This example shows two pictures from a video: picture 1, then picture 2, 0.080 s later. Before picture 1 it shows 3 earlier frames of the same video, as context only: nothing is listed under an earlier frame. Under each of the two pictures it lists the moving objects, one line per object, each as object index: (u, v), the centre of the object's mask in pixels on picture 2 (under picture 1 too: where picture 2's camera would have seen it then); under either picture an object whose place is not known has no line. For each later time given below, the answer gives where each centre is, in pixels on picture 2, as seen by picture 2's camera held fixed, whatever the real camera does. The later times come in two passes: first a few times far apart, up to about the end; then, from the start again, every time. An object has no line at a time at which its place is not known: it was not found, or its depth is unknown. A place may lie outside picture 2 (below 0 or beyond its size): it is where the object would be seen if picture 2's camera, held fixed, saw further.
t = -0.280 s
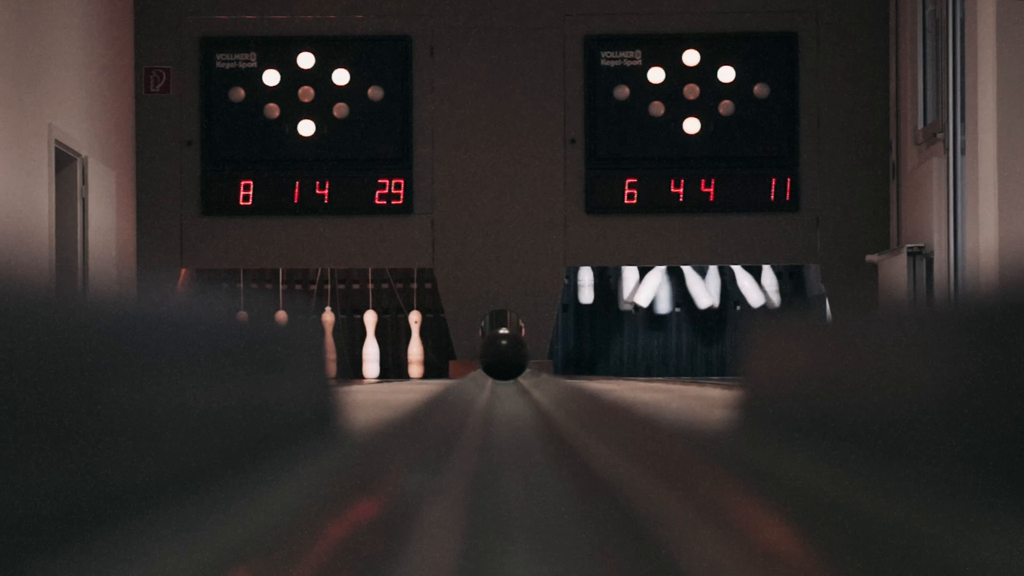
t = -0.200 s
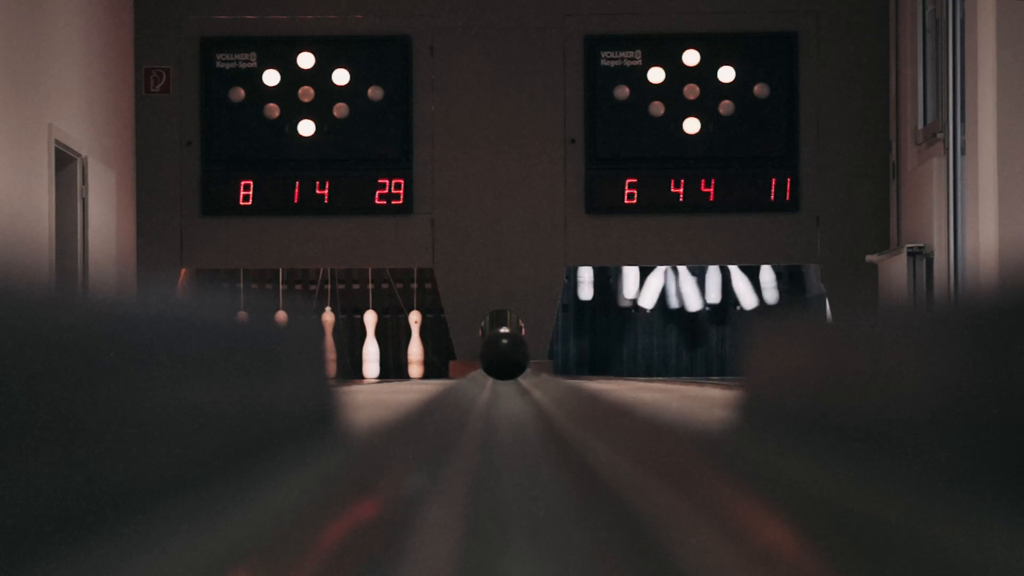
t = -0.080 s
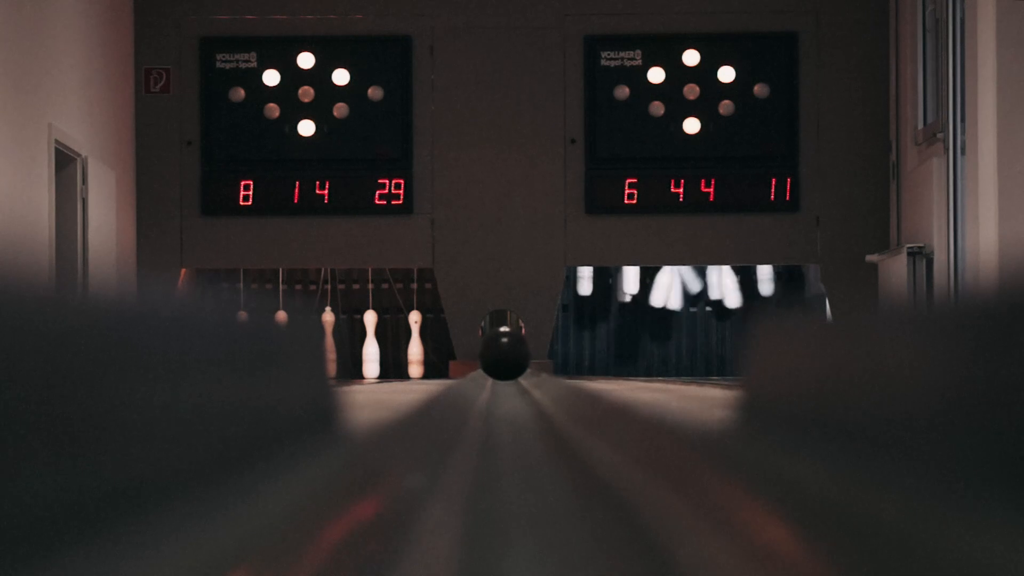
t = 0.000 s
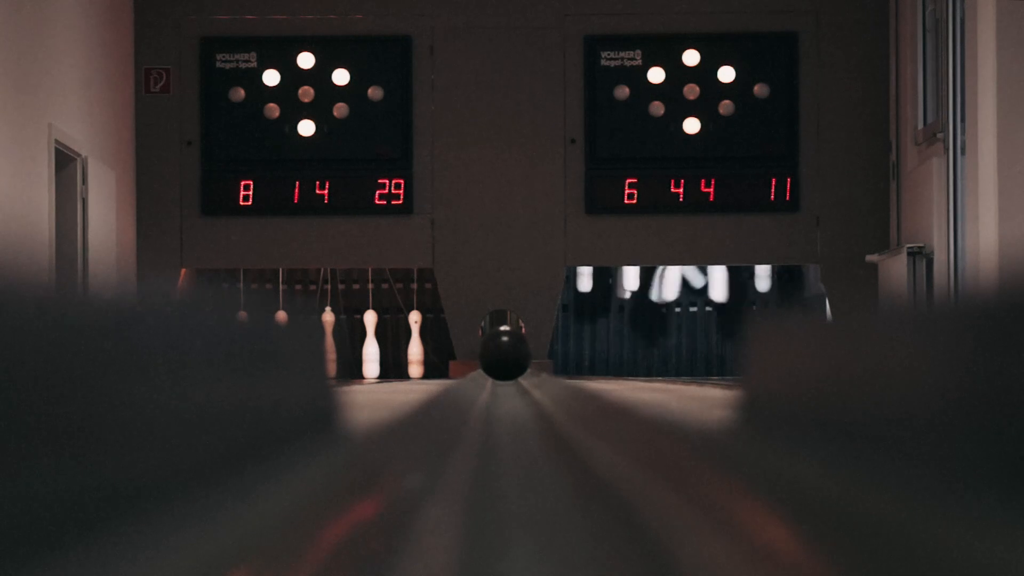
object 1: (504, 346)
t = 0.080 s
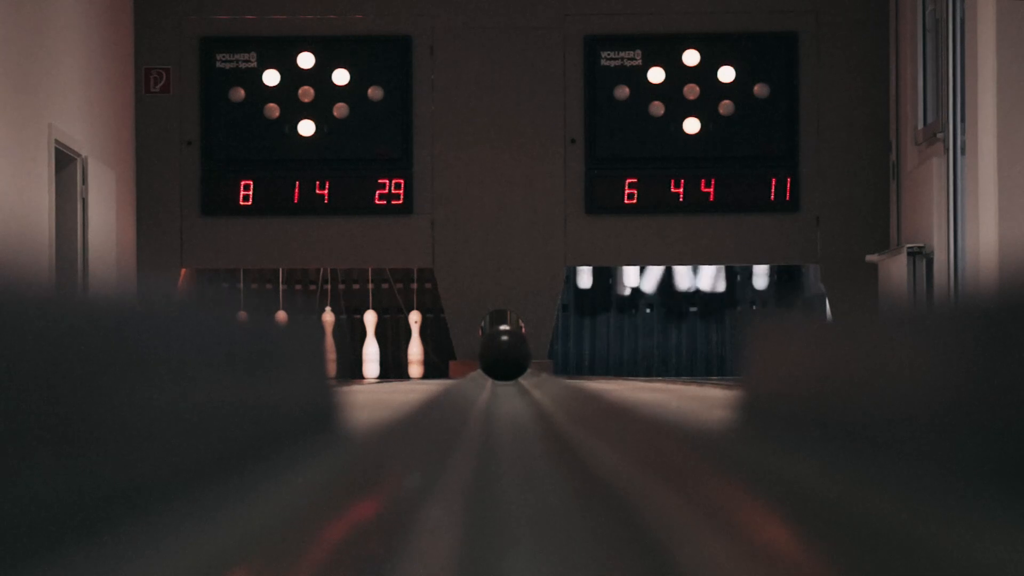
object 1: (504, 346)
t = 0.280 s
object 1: (504, 346)
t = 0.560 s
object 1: (504, 347)
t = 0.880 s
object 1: (505, 349)
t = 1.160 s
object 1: (506, 349)
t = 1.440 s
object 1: (505, 350)
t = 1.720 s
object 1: (507, 351)
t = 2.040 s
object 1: (510, 350)
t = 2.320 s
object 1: (511, 348)
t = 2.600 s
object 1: (511, 349)
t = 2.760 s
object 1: (512, 349)
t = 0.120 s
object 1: (504, 346)
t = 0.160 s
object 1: (504, 346)
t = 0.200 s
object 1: (504, 346)
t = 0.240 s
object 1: (504, 346)
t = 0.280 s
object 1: (504, 346)
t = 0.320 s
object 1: (504, 347)
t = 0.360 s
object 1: (504, 347)
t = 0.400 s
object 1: (503, 347)
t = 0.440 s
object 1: (504, 347)
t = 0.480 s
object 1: (504, 347)
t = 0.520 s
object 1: (504, 347)
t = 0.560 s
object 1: (504, 347)
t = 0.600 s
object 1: (504, 347)
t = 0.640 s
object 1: (504, 348)
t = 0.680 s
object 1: (504, 348)
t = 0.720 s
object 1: (504, 348)
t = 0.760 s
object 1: (504, 348)
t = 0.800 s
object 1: (505, 348)
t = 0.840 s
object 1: (505, 348)
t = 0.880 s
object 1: (505, 349)
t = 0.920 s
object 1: (505, 349)
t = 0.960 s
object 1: (505, 349)
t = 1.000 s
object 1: (505, 349)
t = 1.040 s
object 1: (505, 348)
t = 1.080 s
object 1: (505, 349)
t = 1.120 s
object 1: (505, 349)
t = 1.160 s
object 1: (506, 349)
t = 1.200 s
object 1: (505, 349)
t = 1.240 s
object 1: (505, 349)
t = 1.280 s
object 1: (505, 349)
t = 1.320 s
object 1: (505, 350)
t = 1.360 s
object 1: (505, 350)
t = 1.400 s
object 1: (506, 350)
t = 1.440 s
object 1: (505, 350)
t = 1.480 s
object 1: (506, 350)
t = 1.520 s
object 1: (506, 350)
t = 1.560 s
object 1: (507, 350)
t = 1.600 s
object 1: (507, 350)
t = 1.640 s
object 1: (507, 350)
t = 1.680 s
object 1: (507, 350)
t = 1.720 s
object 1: (507, 351)
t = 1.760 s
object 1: (507, 351)
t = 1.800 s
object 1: (507, 351)
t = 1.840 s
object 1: (508, 350)
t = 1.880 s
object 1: (508, 350)
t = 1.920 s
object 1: (509, 351)
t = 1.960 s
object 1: (509, 351)
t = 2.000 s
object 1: (509, 350)
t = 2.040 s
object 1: (510, 350)
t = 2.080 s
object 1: (509, 350)
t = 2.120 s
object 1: (509, 349)
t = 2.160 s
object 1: (509, 350)
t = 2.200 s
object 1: (510, 349)
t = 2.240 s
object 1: (511, 348)
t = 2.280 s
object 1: (511, 348)
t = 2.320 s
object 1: (511, 348)
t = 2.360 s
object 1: (510, 348)
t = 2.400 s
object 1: (510, 348)
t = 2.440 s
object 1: (510, 348)
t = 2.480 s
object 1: (511, 347)
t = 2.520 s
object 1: (511, 348)
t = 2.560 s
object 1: (511, 348)
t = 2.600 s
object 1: (511, 349)
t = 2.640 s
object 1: (510, 348)
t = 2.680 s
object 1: (510, 348)
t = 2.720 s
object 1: (511, 348)
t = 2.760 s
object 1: (512, 349)
